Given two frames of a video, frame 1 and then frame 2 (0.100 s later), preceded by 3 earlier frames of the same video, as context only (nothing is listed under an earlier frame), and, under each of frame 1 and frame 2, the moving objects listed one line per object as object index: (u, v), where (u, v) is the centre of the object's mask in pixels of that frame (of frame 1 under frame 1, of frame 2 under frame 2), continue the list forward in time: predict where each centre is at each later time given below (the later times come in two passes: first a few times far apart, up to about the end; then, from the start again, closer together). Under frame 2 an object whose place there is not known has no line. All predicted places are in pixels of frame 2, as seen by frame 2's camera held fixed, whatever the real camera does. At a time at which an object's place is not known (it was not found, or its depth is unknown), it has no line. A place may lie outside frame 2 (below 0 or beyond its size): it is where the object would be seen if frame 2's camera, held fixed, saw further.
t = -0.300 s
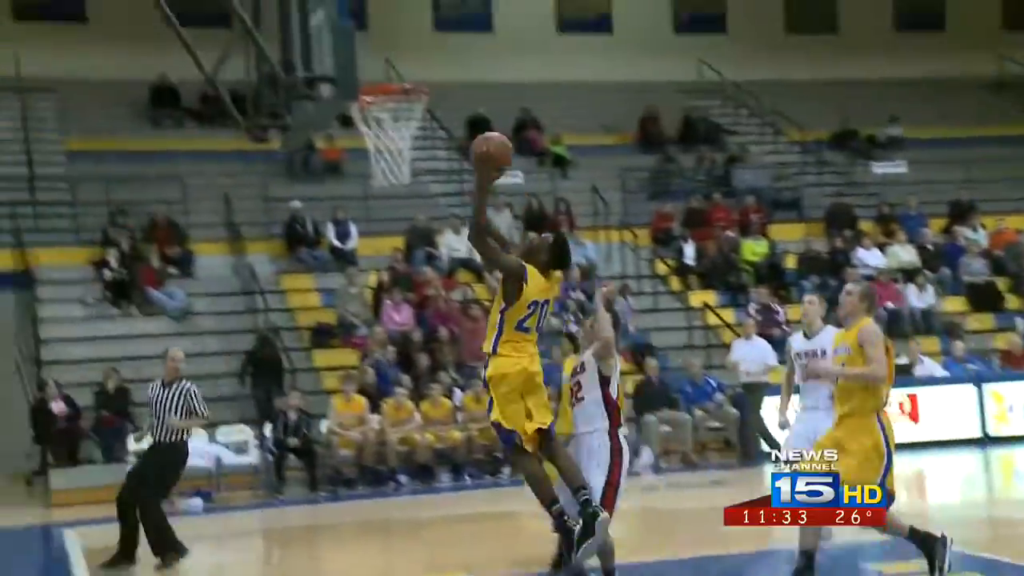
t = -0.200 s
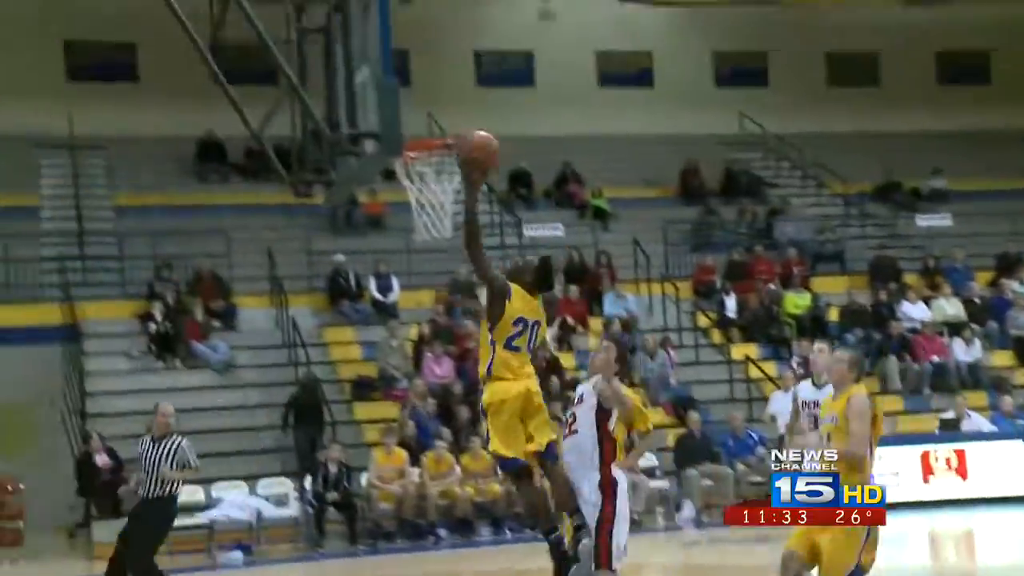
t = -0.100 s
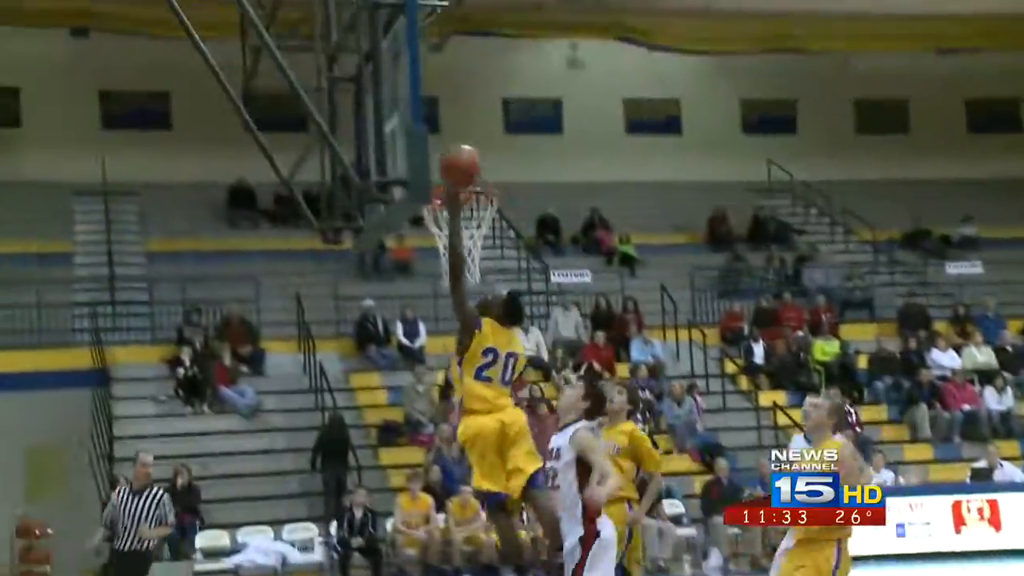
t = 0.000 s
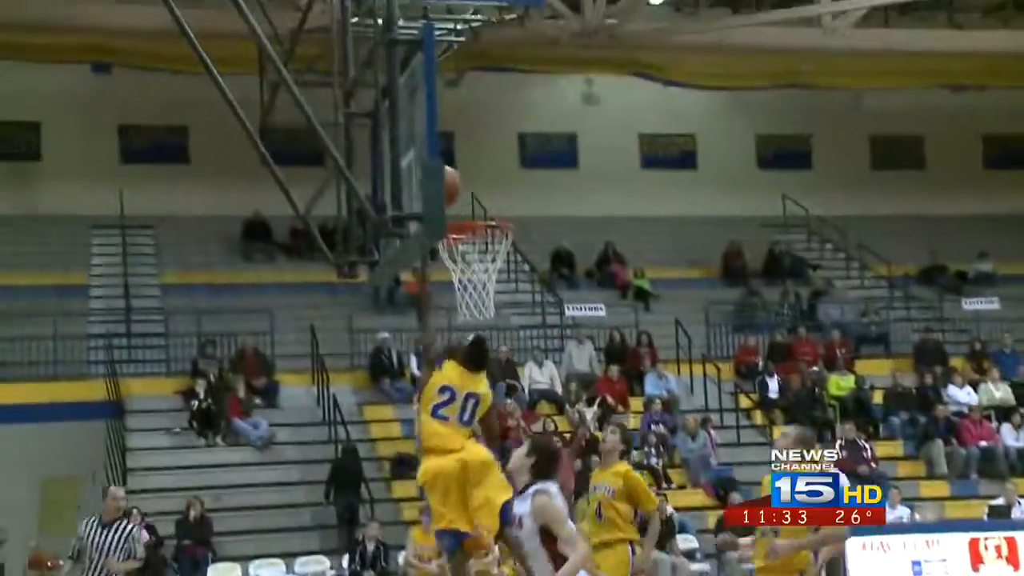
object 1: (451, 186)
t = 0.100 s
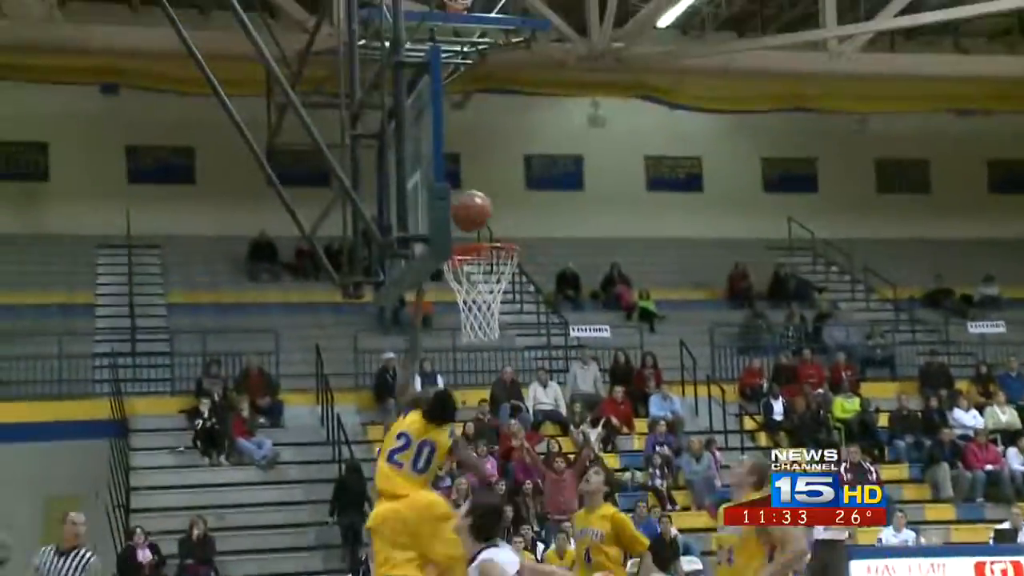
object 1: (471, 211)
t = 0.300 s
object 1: (496, 238)
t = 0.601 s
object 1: (464, 300)
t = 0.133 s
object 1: (479, 220)
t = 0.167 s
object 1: (488, 228)
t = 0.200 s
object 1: (495, 233)
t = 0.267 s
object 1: (496, 236)
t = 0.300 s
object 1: (496, 238)
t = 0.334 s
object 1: (498, 250)
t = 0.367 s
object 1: (496, 256)
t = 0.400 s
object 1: (491, 260)
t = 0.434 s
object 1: (487, 265)
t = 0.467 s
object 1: (480, 272)
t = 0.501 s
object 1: (478, 276)
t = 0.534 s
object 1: (475, 287)
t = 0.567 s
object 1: (470, 295)
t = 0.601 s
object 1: (464, 300)
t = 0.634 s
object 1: (463, 303)
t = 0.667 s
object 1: (461, 304)
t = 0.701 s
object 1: (458, 311)
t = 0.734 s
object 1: (451, 324)
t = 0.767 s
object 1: (452, 332)
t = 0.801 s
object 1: (452, 343)
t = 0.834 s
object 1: (451, 354)
